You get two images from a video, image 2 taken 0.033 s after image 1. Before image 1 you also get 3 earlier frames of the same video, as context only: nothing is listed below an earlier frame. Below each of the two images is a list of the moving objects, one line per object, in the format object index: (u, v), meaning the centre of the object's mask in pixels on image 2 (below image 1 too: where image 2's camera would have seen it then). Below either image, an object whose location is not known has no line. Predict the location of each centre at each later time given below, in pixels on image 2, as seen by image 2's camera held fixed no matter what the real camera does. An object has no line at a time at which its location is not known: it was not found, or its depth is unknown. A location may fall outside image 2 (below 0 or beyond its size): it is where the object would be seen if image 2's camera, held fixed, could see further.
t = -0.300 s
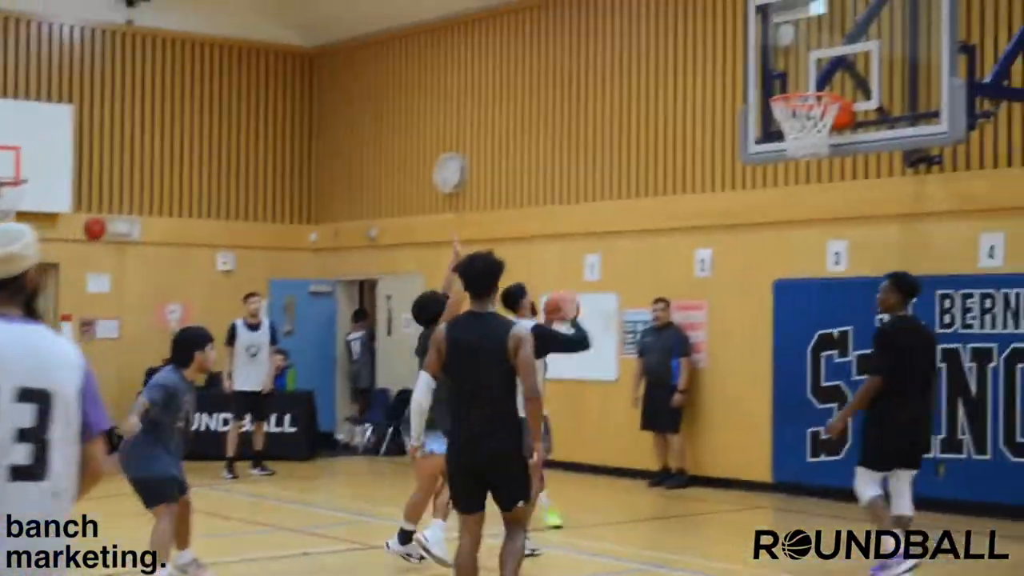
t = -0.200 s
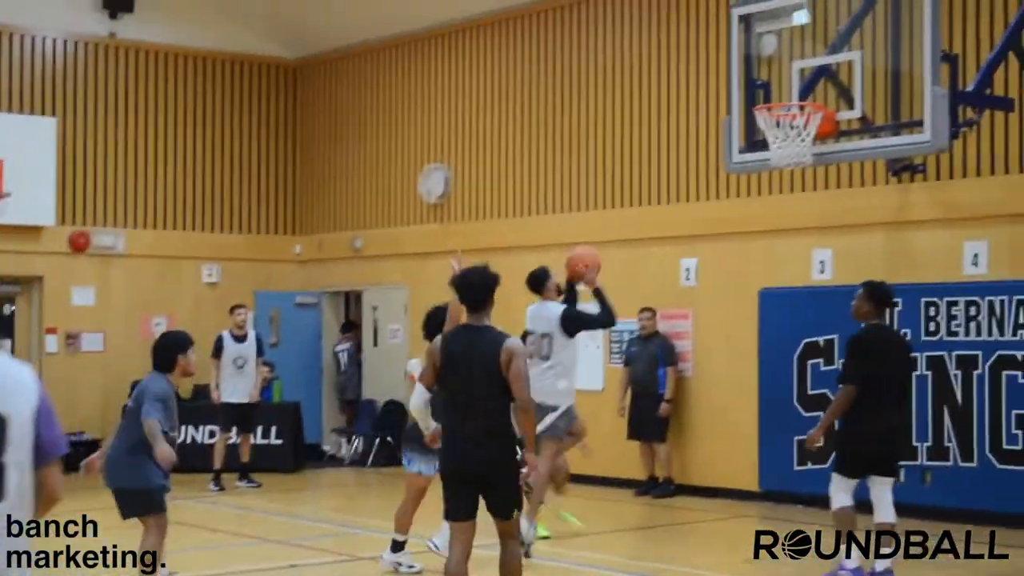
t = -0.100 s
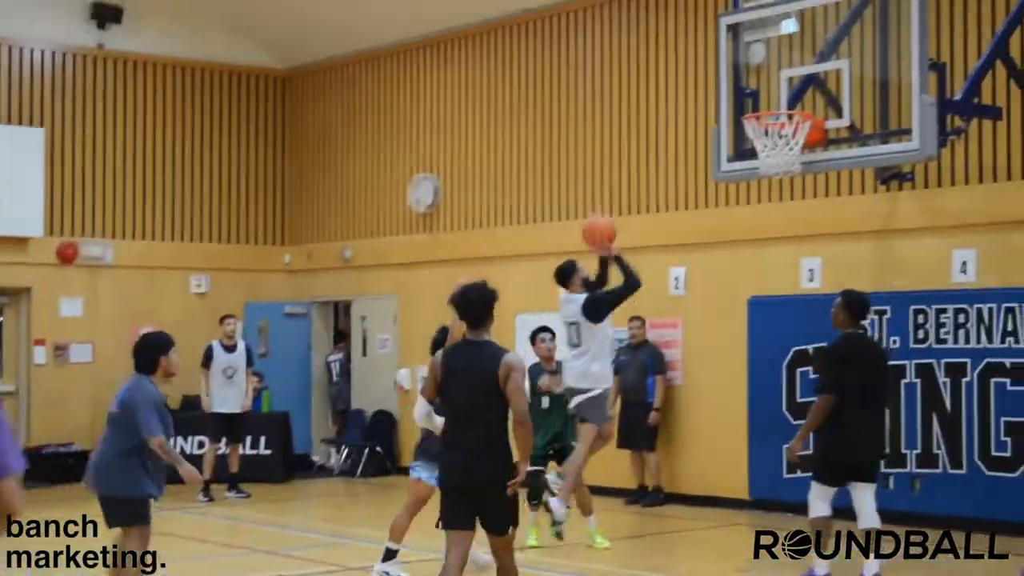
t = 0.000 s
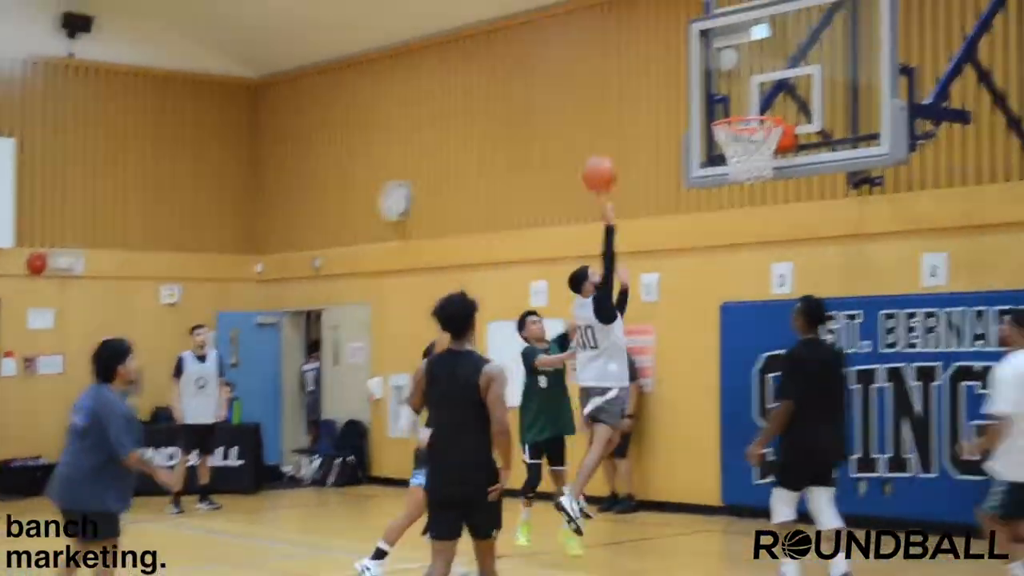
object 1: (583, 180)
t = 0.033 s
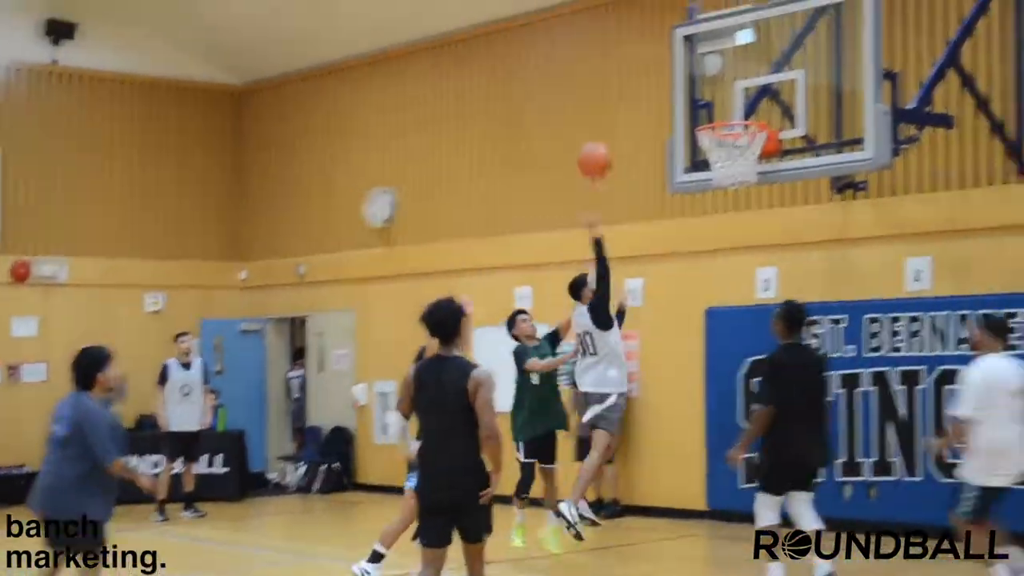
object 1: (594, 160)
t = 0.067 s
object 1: (605, 142)
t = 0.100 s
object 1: (615, 124)
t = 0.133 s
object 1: (626, 110)
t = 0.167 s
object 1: (637, 96)
